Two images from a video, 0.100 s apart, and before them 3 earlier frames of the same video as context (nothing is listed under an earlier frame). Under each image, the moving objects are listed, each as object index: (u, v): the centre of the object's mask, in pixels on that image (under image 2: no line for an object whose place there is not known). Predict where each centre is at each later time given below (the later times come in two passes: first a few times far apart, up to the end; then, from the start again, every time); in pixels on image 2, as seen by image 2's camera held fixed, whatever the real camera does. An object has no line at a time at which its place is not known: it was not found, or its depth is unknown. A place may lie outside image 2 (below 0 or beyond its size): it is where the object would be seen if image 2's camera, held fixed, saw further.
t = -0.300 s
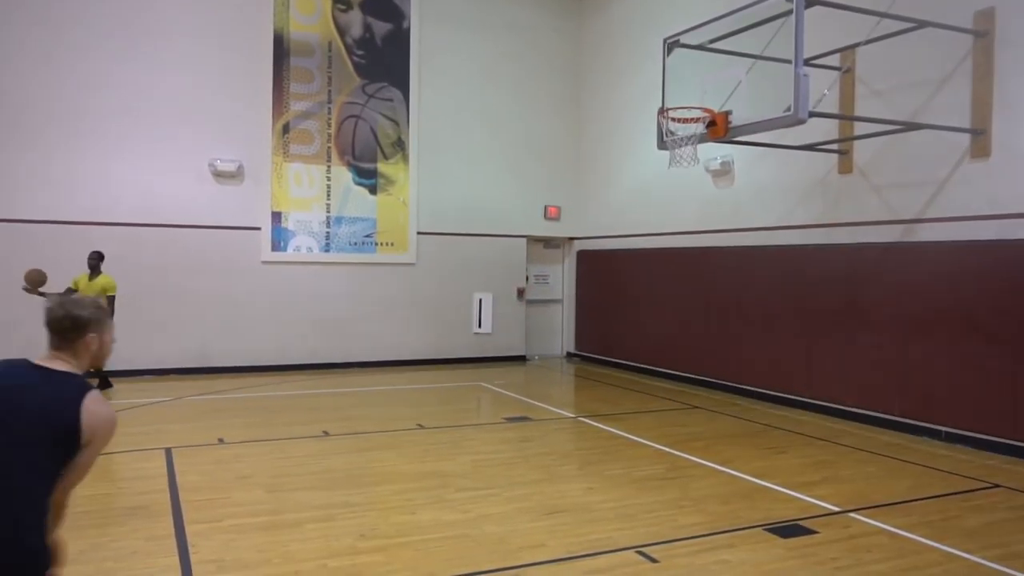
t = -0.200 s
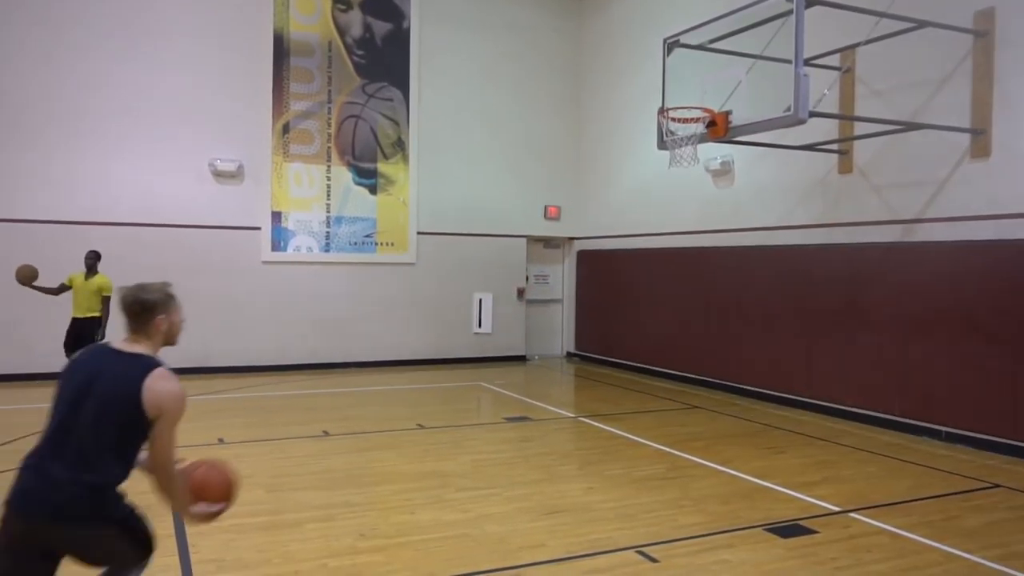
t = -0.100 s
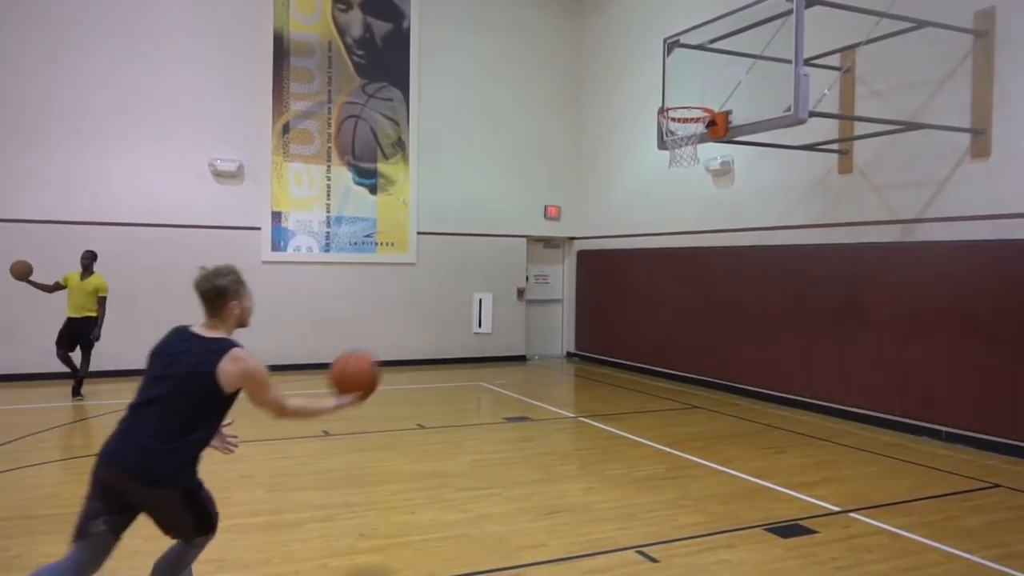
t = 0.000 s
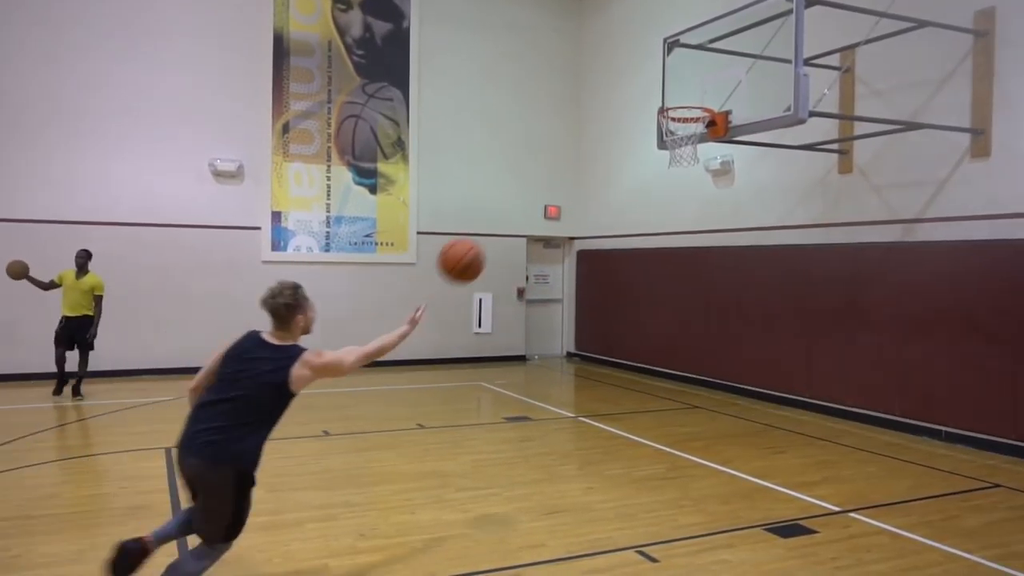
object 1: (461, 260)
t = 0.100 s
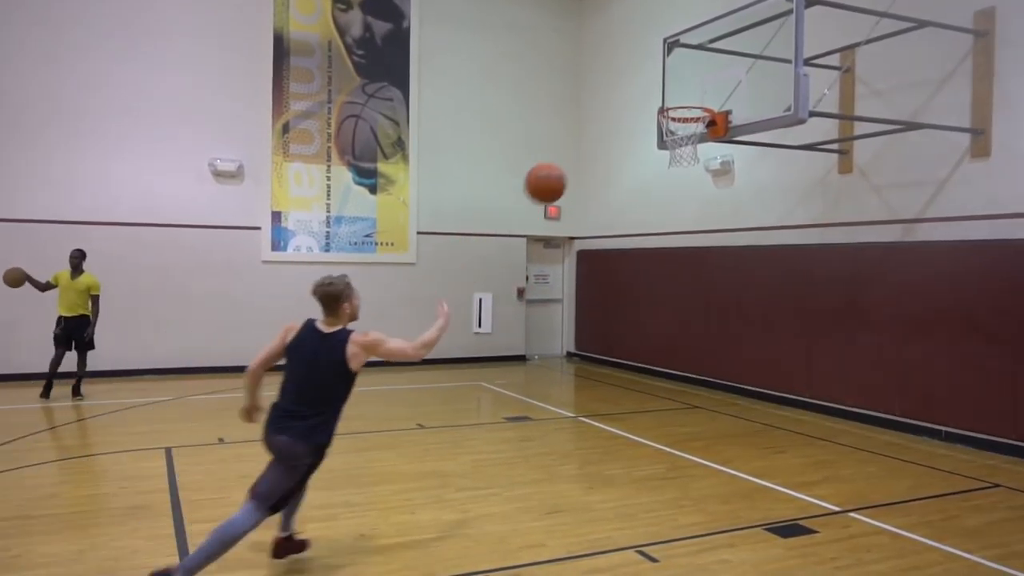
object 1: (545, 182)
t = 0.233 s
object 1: (633, 123)
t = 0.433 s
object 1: (731, 98)
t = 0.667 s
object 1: (695, 103)
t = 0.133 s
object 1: (569, 164)
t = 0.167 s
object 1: (593, 147)
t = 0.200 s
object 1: (614, 134)
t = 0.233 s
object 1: (633, 123)
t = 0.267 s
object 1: (652, 114)
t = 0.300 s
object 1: (670, 108)
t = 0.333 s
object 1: (687, 103)
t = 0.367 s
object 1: (703, 100)
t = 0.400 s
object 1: (717, 98)
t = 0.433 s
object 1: (731, 98)
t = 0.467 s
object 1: (745, 99)
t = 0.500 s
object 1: (757, 102)
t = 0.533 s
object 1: (768, 105)
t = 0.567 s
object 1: (750, 102)
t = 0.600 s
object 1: (732, 101)
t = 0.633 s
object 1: (714, 101)
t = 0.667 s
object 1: (695, 103)
